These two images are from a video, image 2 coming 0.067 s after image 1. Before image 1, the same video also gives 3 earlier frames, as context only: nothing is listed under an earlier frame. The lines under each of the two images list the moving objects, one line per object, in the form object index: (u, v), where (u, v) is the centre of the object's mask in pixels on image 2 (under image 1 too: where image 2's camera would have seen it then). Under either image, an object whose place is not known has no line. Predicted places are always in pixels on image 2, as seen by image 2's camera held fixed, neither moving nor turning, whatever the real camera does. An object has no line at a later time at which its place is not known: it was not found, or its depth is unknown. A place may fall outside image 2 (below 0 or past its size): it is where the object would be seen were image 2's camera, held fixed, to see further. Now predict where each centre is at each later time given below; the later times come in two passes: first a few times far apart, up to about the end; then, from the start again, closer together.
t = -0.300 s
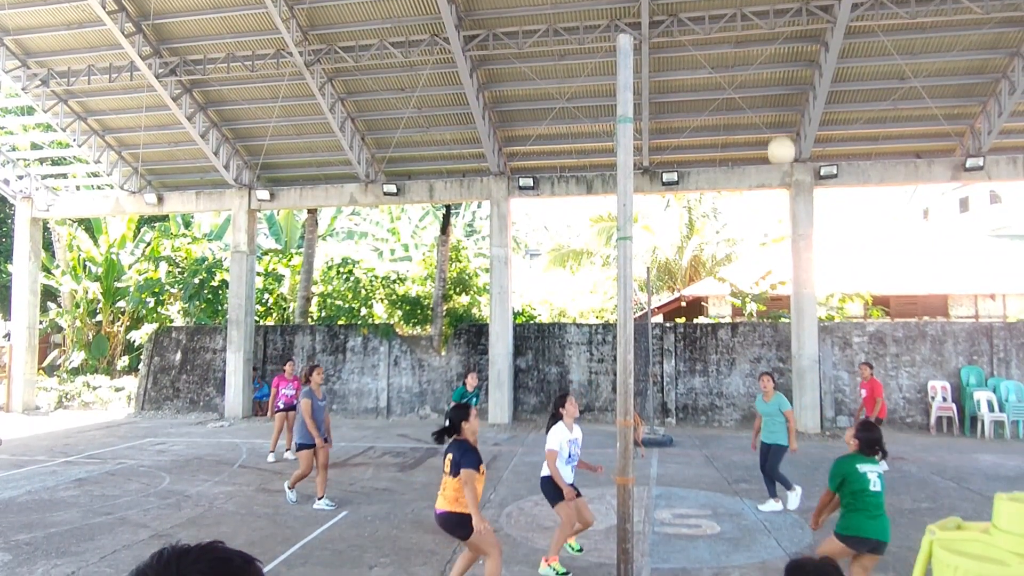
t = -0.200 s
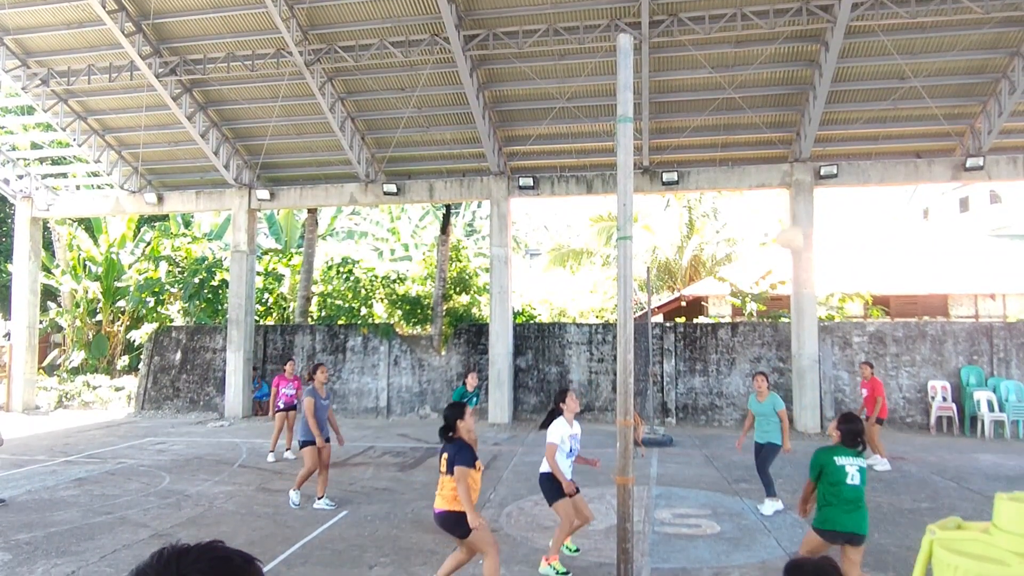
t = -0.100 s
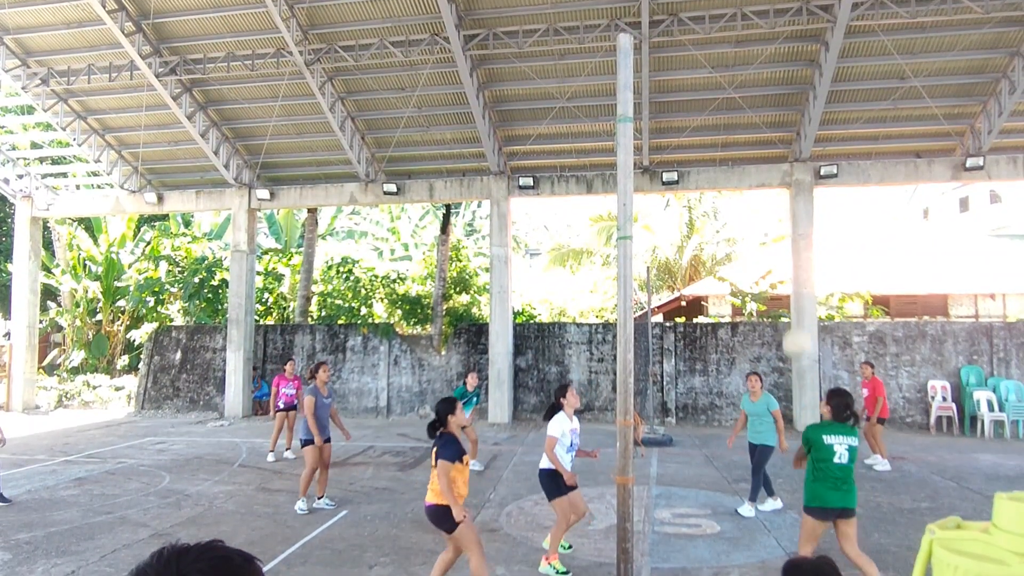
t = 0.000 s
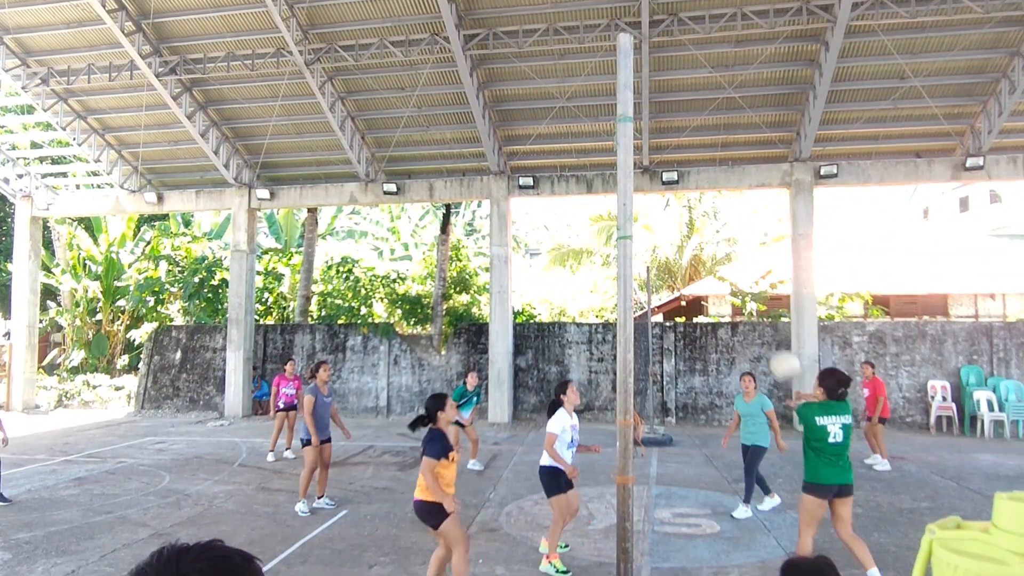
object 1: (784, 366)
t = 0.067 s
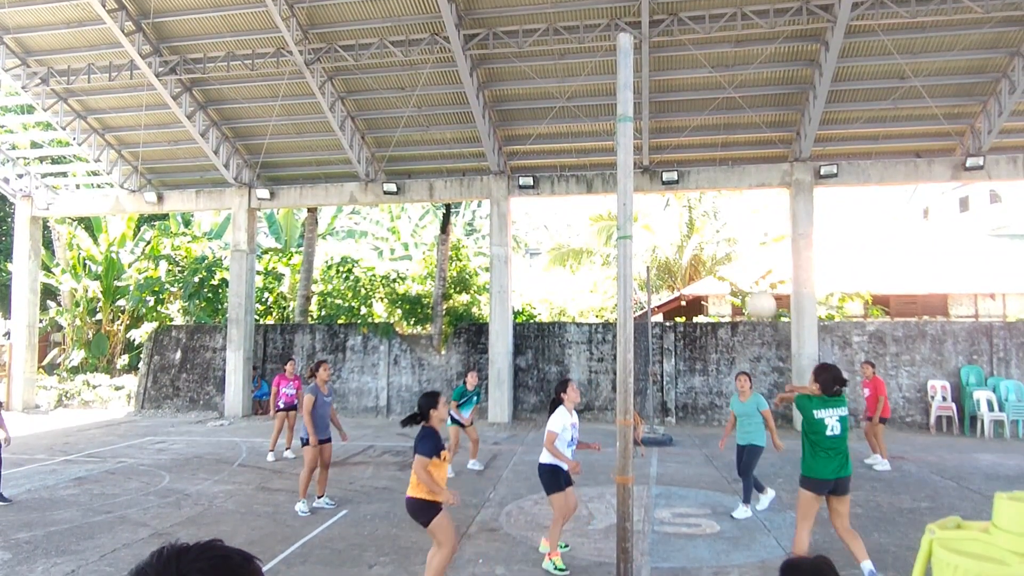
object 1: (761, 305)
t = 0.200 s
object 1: (710, 196)
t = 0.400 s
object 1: (641, 76)
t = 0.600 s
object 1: (560, 10)
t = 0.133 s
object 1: (733, 249)
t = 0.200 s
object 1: (710, 196)
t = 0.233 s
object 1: (698, 174)
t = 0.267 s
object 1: (686, 152)
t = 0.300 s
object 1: (673, 131)
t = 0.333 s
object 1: (661, 112)
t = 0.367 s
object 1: (649, 94)
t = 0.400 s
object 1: (641, 76)
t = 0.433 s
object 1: (613, 60)
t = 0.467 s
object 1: (607, 46)
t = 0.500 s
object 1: (598, 34)
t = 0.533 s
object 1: (585, 22)
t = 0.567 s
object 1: (572, 14)
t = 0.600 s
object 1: (560, 10)
